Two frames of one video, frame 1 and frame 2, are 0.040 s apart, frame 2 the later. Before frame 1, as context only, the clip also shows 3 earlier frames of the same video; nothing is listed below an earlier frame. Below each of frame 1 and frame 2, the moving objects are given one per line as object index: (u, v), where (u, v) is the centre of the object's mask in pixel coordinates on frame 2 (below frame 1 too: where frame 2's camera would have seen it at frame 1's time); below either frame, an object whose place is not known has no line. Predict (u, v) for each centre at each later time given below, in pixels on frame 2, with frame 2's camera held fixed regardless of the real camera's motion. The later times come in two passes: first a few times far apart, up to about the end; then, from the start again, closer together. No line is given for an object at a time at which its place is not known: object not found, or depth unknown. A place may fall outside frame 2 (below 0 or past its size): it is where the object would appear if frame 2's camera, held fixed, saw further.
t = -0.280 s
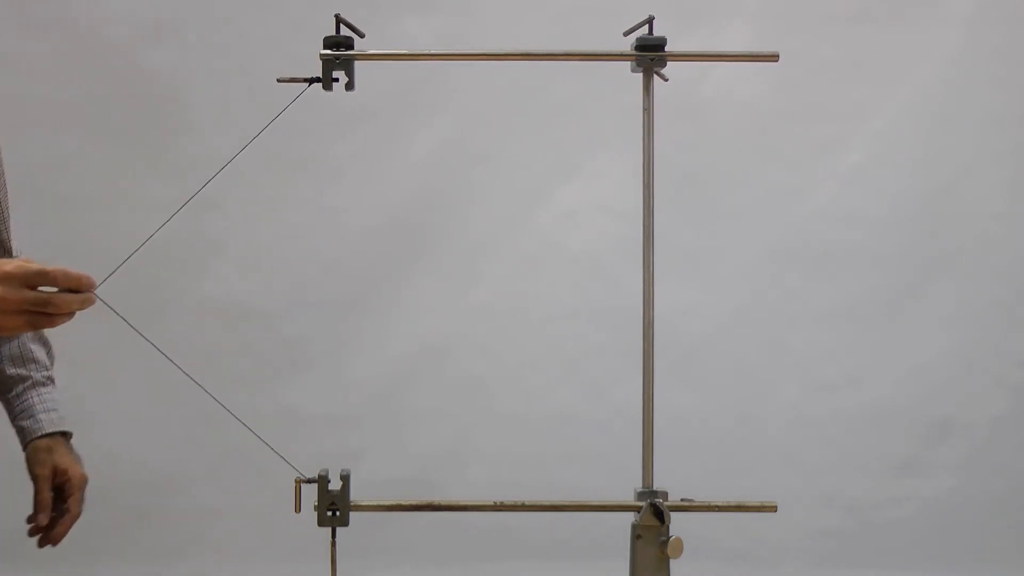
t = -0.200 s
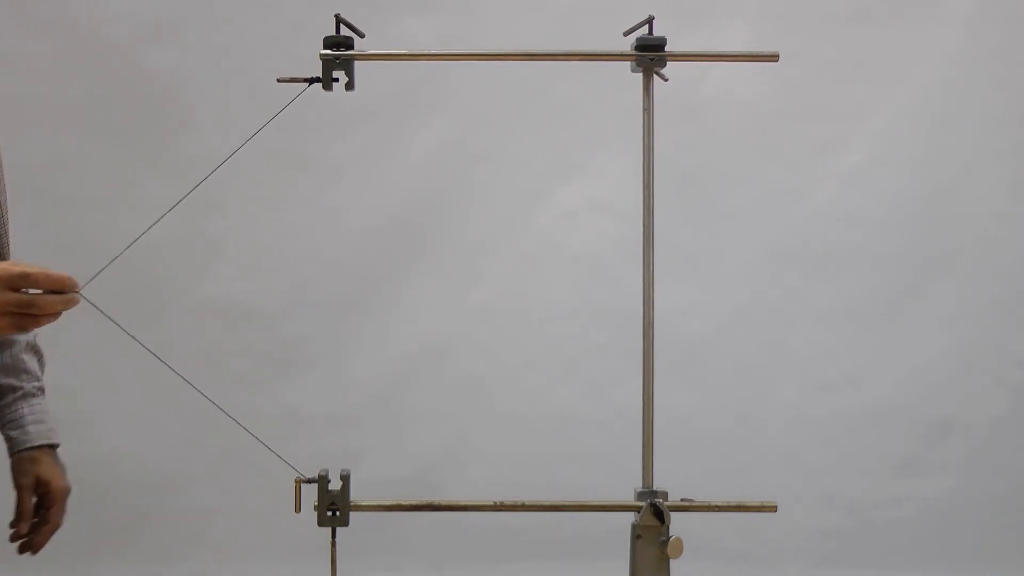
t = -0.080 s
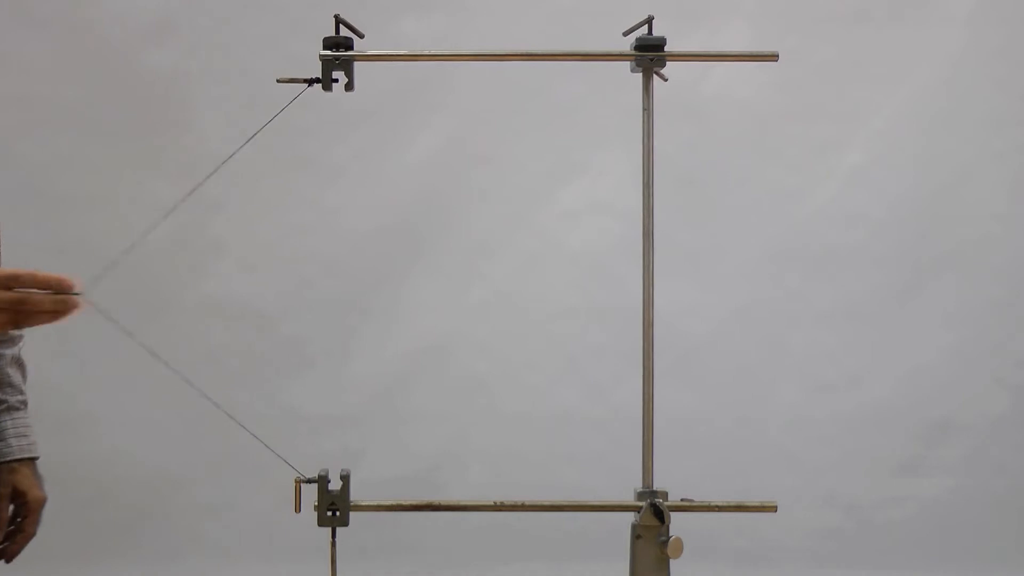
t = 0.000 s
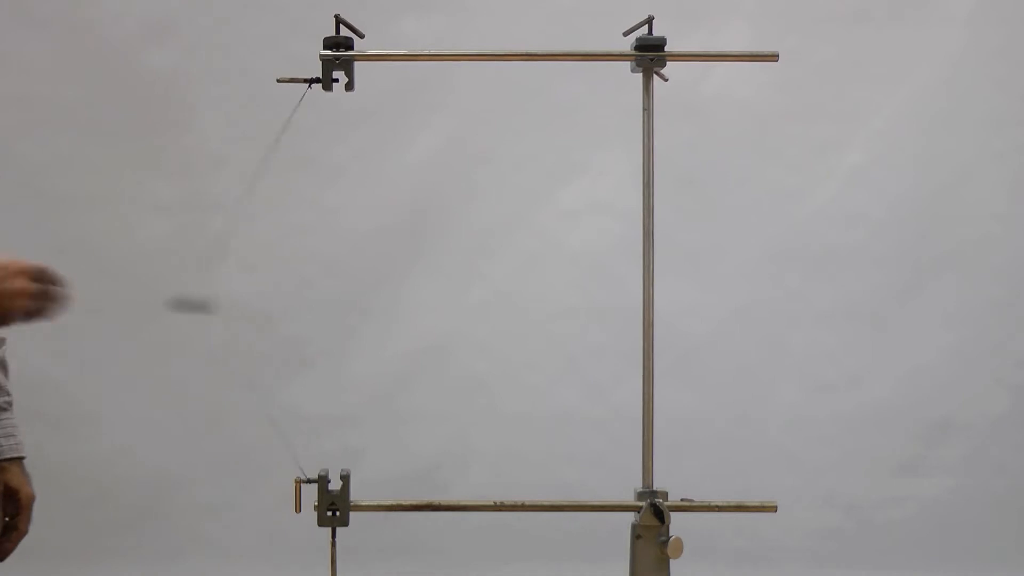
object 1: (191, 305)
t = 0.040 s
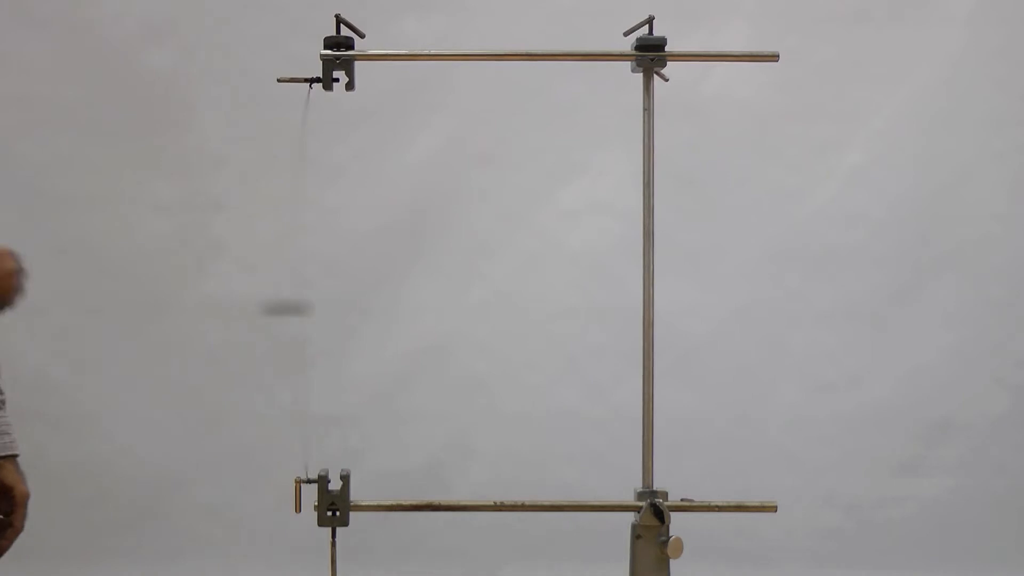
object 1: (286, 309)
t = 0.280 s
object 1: (490, 301)
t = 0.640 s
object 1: (299, 304)
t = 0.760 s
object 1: (531, 305)
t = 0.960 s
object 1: (274, 303)
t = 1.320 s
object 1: (452, 305)
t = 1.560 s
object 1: (316, 304)
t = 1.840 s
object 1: (237, 305)
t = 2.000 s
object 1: (539, 304)
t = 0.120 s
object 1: (463, 301)
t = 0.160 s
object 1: (527, 304)
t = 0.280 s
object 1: (490, 301)
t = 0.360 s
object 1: (265, 304)
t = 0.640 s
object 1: (299, 304)
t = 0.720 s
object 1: (469, 305)
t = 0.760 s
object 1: (531, 305)
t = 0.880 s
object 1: (492, 304)
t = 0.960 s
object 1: (274, 303)
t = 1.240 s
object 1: (281, 305)
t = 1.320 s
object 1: (452, 305)
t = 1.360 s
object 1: (518, 305)
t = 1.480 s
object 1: (514, 303)
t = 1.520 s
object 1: (430, 305)
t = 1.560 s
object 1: (316, 304)
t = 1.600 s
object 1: (197, 302)
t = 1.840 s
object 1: (237, 305)
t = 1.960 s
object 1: (486, 304)
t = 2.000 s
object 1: (539, 304)
